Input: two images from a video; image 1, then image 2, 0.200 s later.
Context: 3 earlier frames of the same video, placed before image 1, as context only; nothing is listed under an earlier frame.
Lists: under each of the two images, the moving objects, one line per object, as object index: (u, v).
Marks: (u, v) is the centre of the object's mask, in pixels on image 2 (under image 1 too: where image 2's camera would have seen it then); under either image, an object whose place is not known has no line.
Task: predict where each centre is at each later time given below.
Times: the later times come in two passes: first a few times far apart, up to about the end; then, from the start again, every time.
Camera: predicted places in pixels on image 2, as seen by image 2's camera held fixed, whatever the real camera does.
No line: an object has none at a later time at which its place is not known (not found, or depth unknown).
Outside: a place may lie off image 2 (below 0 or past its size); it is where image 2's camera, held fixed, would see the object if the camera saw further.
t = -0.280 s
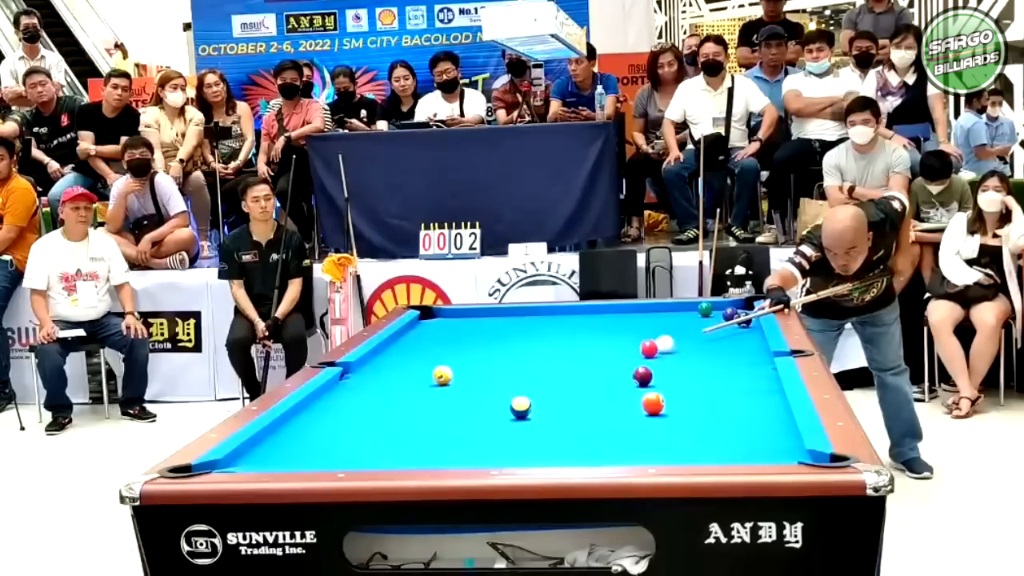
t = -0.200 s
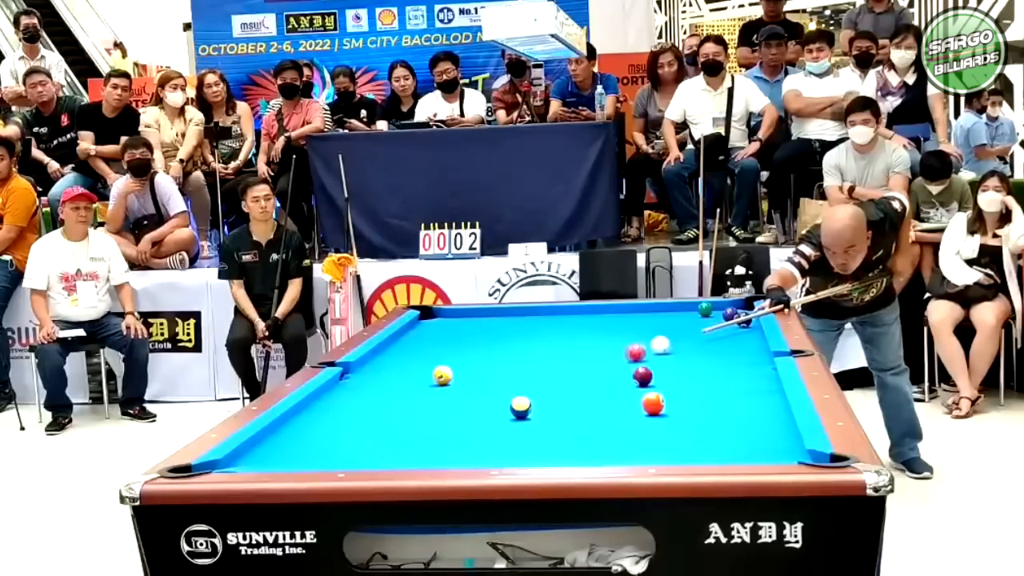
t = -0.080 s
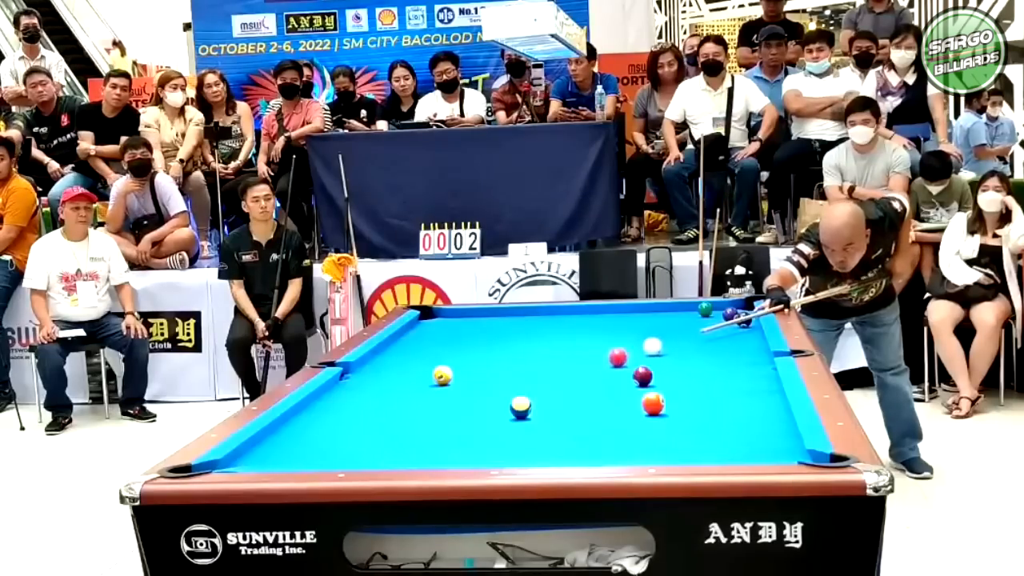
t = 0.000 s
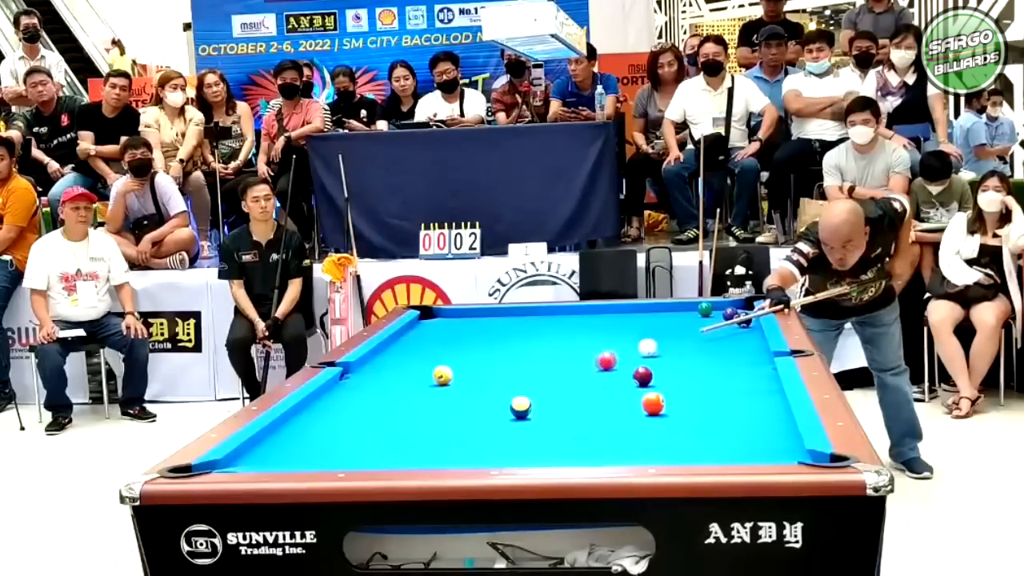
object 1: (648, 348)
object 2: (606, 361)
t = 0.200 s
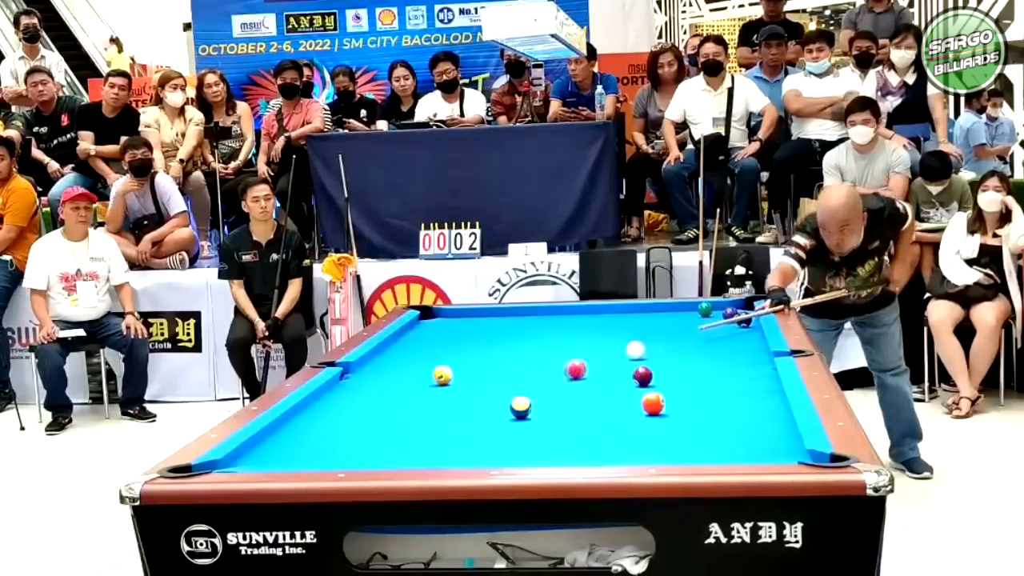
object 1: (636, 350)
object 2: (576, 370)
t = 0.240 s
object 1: (633, 351)
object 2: (570, 371)
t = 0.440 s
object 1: (621, 353)
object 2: (538, 380)
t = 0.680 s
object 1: (608, 356)
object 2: (498, 392)
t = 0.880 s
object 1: (597, 358)
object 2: (464, 402)
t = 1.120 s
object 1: (586, 361)
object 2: (421, 414)
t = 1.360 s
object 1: (575, 364)
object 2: (377, 427)
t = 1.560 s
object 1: (567, 366)
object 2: (338, 438)
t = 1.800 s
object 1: (557, 367)
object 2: (290, 452)
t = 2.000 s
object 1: (552, 369)
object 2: (251, 459)
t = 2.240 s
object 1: (544, 370)
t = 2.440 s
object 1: (539, 371)
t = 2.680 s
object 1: (533, 372)
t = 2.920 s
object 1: (529, 372)
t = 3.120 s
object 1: (527, 373)
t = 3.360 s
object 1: (525, 373)
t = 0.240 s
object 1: (633, 351)
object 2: (570, 371)
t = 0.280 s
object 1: (631, 351)
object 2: (563, 373)
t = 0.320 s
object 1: (628, 352)
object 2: (557, 375)
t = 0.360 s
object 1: (626, 352)
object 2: (551, 377)
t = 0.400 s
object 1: (624, 353)
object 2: (544, 378)
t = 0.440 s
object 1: (621, 353)
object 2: (538, 380)
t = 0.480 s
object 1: (619, 354)
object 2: (530, 382)
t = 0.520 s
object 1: (617, 354)
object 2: (525, 384)
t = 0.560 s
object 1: (614, 355)
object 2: (518, 386)
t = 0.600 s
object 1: (612, 355)
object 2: (511, 387)
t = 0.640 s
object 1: (610, 356)
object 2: (505, 390)
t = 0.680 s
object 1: (608, 356)
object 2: (498, 392)
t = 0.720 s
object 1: (605, 357)
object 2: (491, 394)
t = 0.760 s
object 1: (603, 357)
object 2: (485, 396)
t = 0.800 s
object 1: (601, 358)
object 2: (477, 398)
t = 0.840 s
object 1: (599, 358)
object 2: (471, 399)
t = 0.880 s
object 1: (597, 358)
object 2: (464, 402)
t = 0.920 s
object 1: (595, 359)
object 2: (457, 404)
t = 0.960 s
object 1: (593, 359)
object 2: (450, 406)
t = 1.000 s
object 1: (591, 360)
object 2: (443, 408)
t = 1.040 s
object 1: (589, 360)
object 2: (436, 410)
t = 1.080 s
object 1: (587, 361)
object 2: (429, 412)
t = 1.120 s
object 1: (586, 361)
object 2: (421, 414)
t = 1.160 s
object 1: (584, 362)
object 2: (414, 416)
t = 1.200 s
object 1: (582, 362)
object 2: (407, 418)
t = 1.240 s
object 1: (580, 362)
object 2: (399, 421)
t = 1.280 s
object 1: (578, 363)
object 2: (392, 423)
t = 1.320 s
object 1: (577, 363)
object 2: (384, 425)
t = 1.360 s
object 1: (575, 364)
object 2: (377, 427)
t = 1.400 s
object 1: (573, 364)
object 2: (369, 429)
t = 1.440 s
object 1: (571, 365)
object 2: (361, 431)
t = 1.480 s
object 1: (570, 365)
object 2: (353, 434)
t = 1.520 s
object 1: (568, 365)
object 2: (346, 436)
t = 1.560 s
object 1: (567, 366)
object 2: (338, 438)
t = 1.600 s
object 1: (565, 366)
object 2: (330, 440)
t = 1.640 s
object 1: (563, 366)
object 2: (323, 443)
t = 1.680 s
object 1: (562, 366)
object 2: (314, 445)
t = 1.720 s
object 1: (560, 367)
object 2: (306, 447)
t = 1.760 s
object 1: (559, 367)
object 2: (298, 450)
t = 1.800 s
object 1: (557, 367)
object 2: (290, 452)
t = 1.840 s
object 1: (556, 368)
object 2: (282, 454)
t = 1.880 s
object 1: (555, 368)
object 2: (274, 455)
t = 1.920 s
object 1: (554, 368)
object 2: (265, 457)
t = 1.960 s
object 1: (552, 369)
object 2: (257, 458)
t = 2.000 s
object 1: (552, 369)
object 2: (251, 459)
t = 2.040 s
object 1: (551, 369)
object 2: (245, 460)
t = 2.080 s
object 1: (548, 369)
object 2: (230, 463)
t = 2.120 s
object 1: (547, 370)
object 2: (222, 465)
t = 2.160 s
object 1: (546, 370)
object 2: (215, 467)
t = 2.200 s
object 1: (545, 370)
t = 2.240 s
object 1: (544, 370)
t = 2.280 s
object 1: (542, 370)
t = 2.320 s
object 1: (541, 371)
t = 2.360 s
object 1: (541, 371)
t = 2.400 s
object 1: (540, 371)
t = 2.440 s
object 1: (539, 371)
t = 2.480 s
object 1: (538, 371)
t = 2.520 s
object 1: (536, 372)
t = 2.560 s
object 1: (535, 372)
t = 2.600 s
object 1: (535, 372)
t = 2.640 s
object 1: (534, 372)
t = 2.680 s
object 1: (533, 372)
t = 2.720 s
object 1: (532, 372)
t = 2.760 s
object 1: (531, 372)
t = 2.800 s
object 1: (531, 372)
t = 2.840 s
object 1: (530, 373)
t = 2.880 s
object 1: (529, 373)
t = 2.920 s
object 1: (529, 372)
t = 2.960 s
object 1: (529, 373)
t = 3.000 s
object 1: (528, 373)
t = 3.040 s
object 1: (528, 373)
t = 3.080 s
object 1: (527, 373)
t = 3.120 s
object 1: (527, 373)
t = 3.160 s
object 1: (527, 373)
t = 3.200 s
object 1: (526, 373)
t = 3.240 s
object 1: (526, 373)
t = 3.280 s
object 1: (526, 373)
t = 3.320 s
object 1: (526, 373)
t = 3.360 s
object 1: (525, 373)
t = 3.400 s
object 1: (525, 373)
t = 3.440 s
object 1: (525, 373)
